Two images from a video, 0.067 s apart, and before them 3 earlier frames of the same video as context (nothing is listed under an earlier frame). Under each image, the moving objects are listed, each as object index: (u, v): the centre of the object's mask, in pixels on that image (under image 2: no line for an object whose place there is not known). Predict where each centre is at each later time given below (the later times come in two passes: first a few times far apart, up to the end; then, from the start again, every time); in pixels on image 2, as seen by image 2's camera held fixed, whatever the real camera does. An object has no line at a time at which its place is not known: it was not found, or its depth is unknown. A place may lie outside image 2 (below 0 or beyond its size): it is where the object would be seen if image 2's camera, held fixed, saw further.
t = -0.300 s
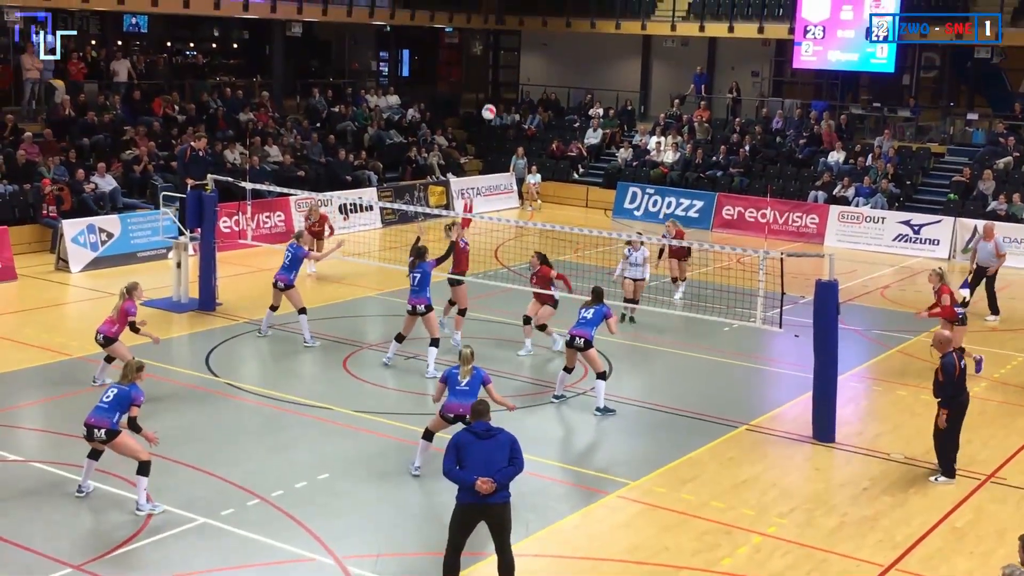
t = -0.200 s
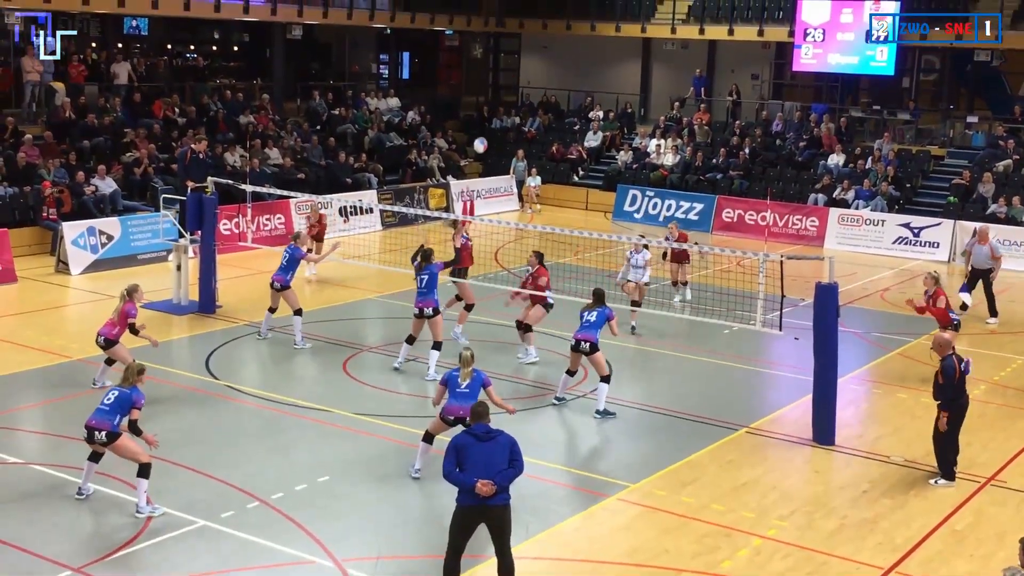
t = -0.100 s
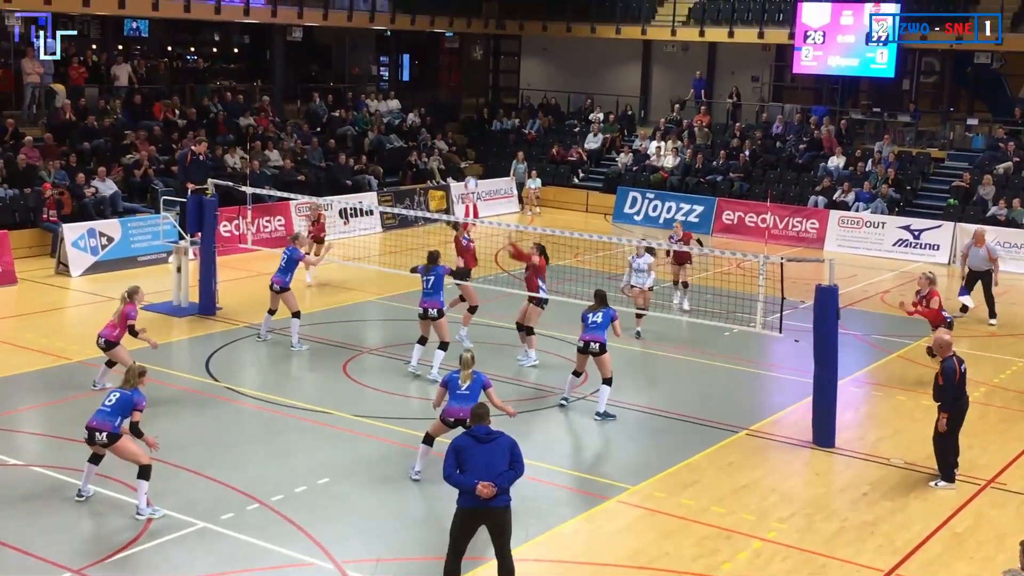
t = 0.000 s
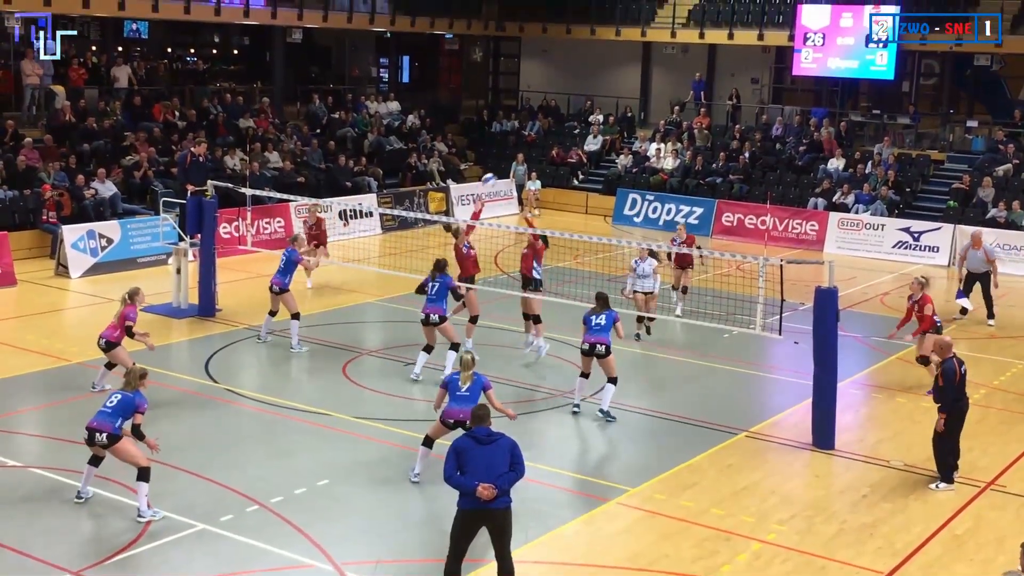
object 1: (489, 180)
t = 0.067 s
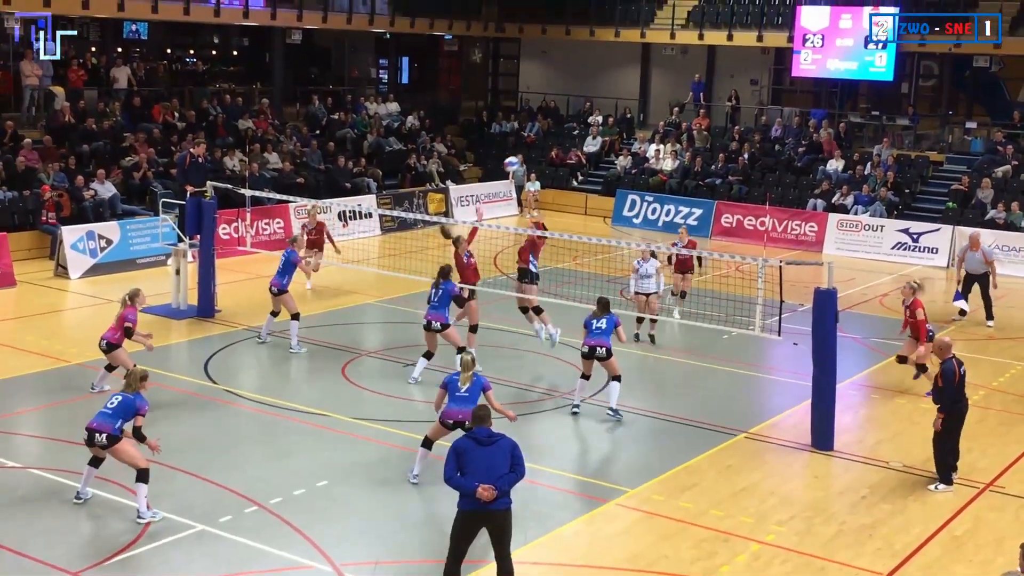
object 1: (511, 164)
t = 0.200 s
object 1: (558, 137)
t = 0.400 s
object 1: (628, 118)
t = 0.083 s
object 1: (517, 159)
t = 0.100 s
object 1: (523, 156)
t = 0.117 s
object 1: (529, 152)
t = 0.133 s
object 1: (535, 149)
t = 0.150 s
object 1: (541, 146)
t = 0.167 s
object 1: (547, 143)
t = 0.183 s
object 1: (553, 140)
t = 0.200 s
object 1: (558, 137)
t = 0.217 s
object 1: (564, 134)
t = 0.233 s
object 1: (570, 132)
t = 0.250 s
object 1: (576, 130)
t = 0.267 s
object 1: (581, 128)
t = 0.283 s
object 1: (587, 127)
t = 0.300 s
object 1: (593, 125)
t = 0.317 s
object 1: (600, 123)
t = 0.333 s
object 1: (605, 122)
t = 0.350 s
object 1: (610, 120)
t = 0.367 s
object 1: (616, 120)
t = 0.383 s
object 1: (622, 119)
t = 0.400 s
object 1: (628, 118)
